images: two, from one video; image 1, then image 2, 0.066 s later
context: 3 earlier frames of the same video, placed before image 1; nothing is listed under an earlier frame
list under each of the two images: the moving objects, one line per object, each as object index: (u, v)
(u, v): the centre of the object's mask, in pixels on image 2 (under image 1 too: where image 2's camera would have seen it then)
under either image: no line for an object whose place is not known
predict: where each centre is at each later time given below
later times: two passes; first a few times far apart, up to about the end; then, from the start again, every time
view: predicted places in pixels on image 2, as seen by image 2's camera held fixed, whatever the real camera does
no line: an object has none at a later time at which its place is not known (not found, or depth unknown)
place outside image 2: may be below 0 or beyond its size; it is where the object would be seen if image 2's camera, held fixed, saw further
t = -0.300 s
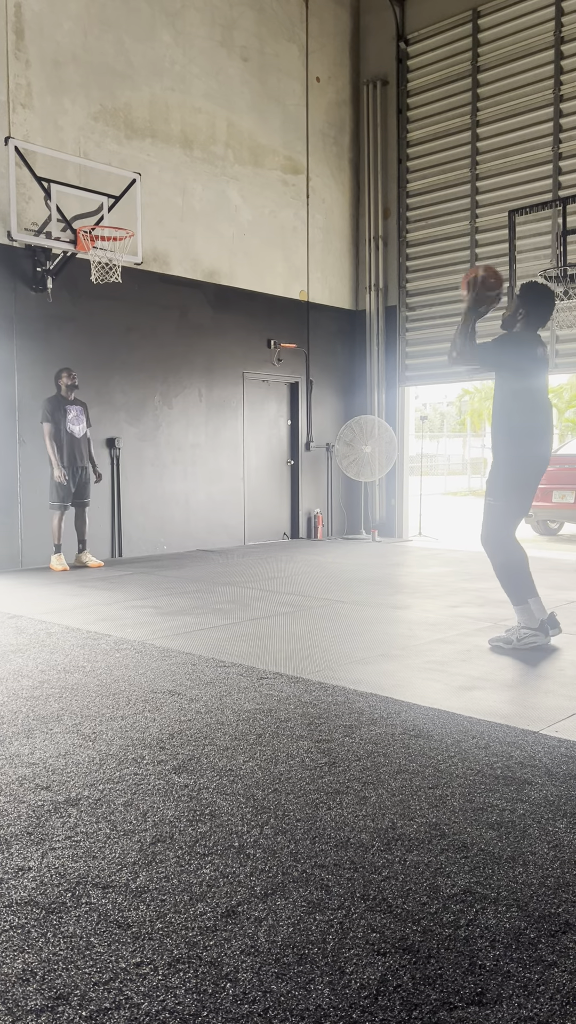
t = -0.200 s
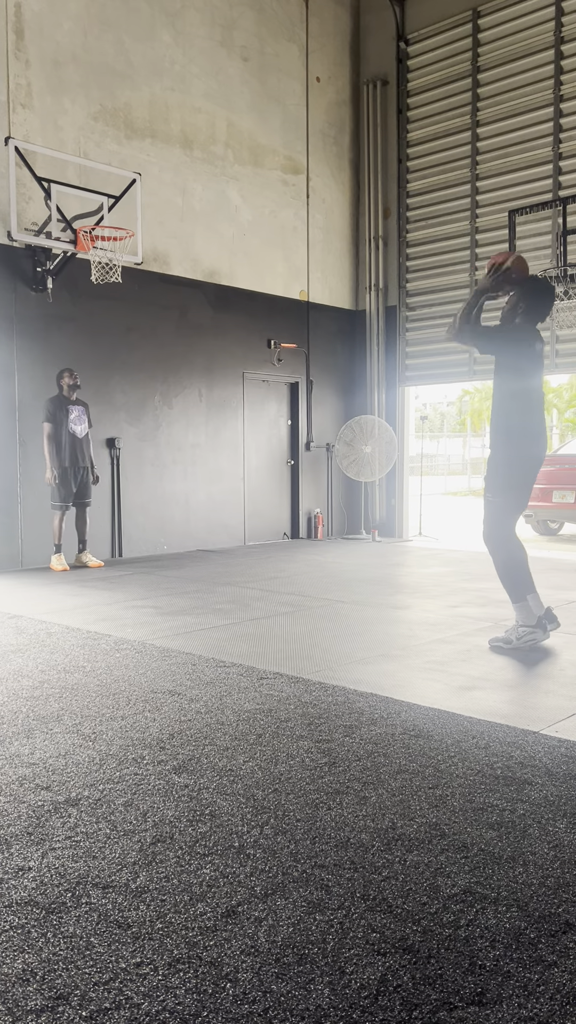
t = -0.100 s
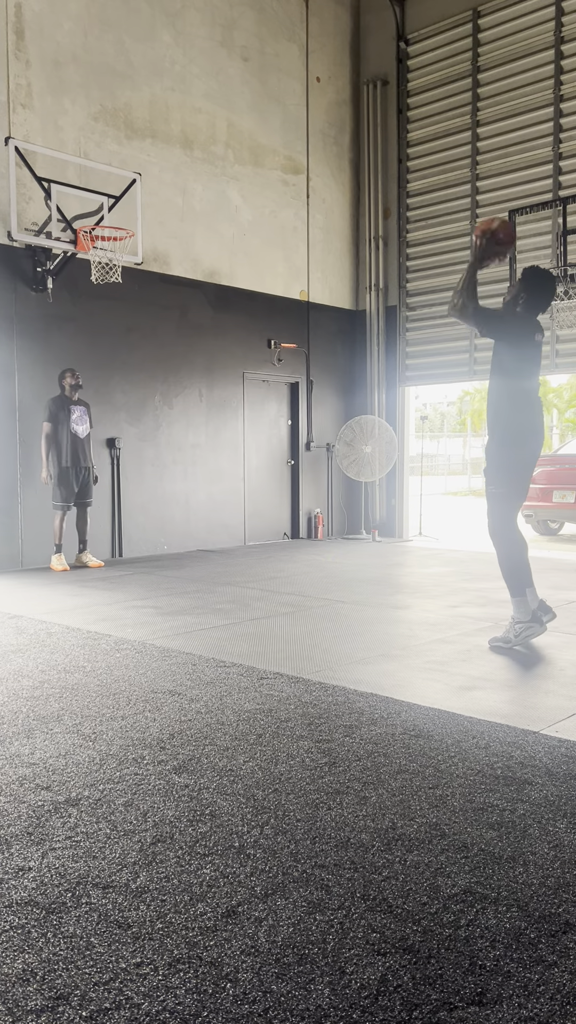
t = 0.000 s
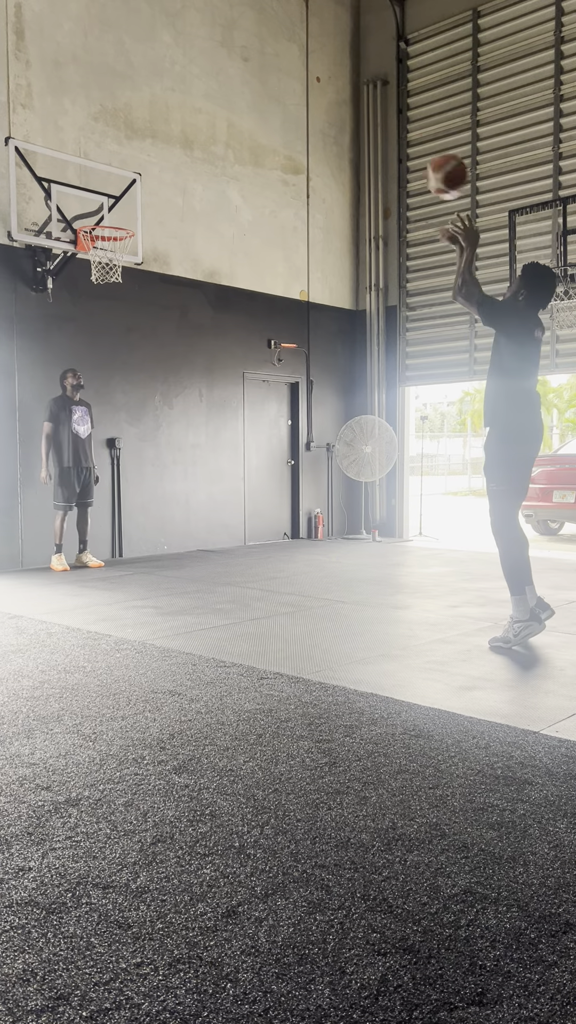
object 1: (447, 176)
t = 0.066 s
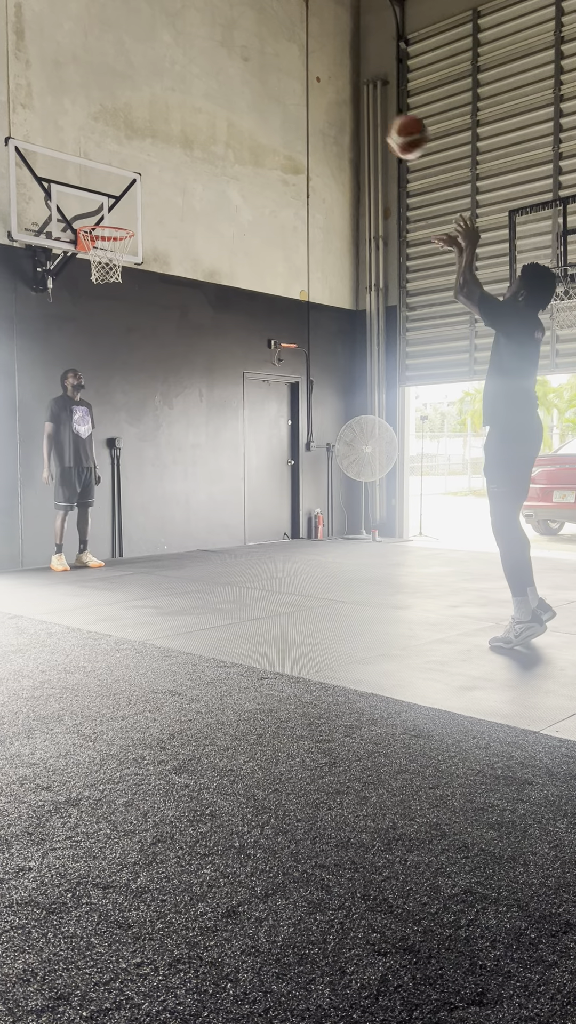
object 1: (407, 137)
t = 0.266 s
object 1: (305, 75)
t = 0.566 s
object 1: (185, 100)
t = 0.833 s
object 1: (104, 205)
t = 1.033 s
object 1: (109, 244)
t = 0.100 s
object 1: (389, 121)
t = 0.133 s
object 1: (370, 107)
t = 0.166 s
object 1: (354, 96)
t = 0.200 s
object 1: (337, 87)
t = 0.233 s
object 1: (321, 80)
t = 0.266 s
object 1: (305, 75)
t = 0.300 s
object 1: (289, 71)
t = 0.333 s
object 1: (275, 69)
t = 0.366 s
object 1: (260, 69)
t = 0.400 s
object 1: (247, 70)
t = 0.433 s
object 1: (234, 74)
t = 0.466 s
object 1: (221, 78)
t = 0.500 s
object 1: (208, 84)
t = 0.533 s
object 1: (196, 91)
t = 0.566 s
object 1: (185, 100)
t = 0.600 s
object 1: (173, 109)
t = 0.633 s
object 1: (163, 119)
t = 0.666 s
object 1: (152, 131)
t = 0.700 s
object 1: (141, 144)
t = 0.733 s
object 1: (132, 158)
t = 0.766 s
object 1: (123, 172)
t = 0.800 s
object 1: (113, 188)
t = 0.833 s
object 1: (104, 205)
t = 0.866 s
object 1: (95, 218)
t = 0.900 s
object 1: (99, 230)
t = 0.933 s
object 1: (113, 235)
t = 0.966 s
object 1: (119, 238)
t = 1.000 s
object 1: (114, 241)
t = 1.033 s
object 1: (109, 244)
